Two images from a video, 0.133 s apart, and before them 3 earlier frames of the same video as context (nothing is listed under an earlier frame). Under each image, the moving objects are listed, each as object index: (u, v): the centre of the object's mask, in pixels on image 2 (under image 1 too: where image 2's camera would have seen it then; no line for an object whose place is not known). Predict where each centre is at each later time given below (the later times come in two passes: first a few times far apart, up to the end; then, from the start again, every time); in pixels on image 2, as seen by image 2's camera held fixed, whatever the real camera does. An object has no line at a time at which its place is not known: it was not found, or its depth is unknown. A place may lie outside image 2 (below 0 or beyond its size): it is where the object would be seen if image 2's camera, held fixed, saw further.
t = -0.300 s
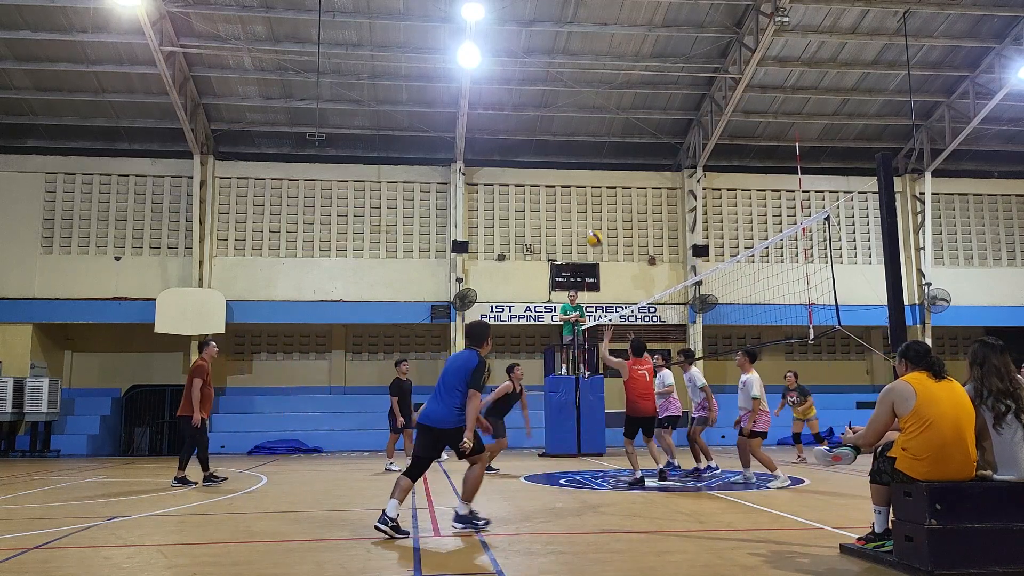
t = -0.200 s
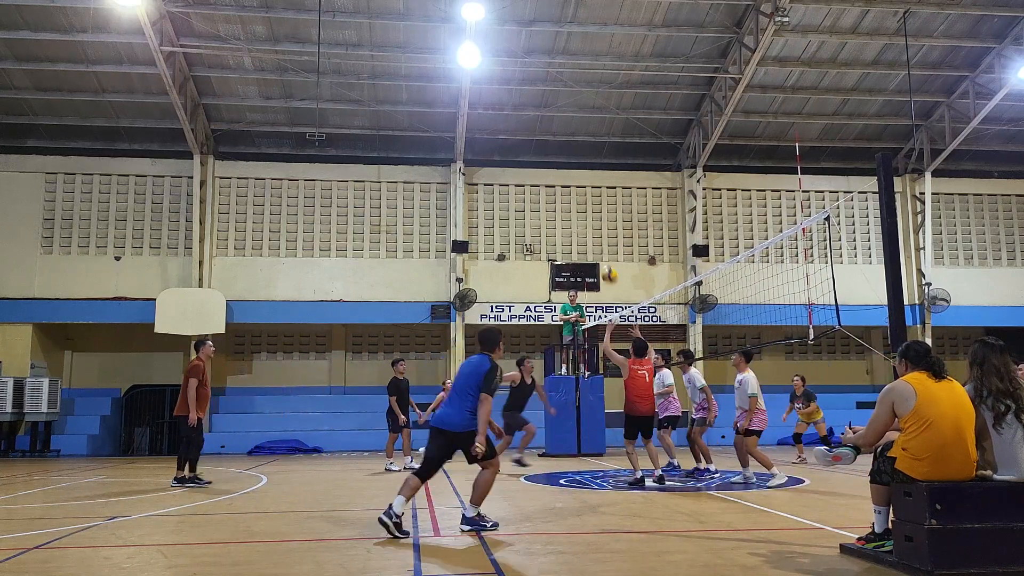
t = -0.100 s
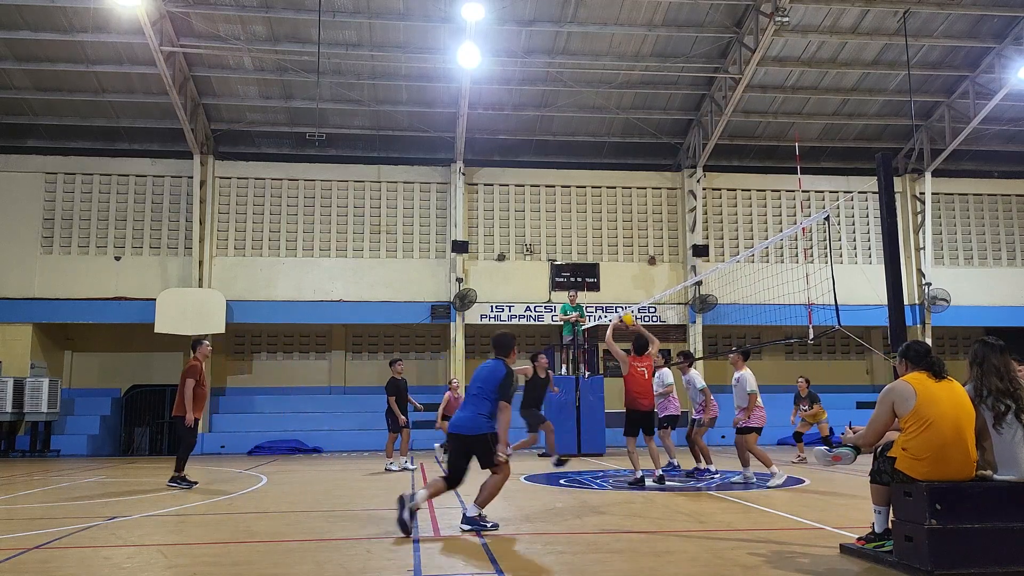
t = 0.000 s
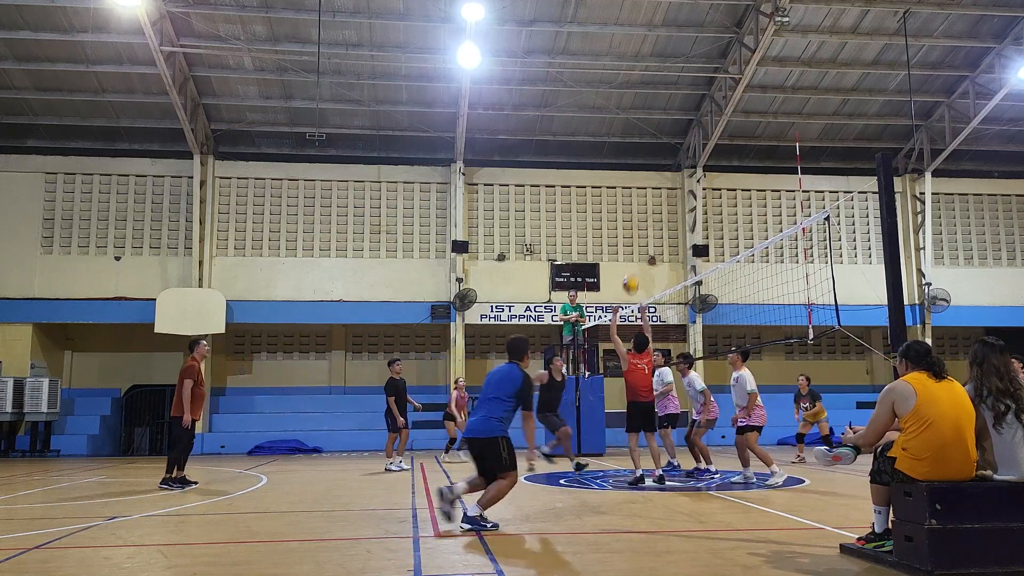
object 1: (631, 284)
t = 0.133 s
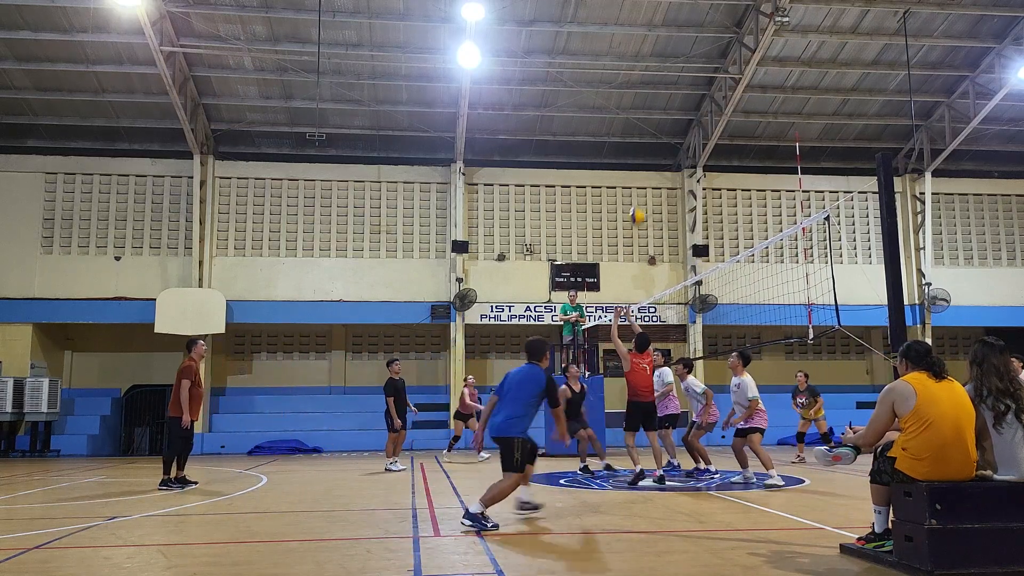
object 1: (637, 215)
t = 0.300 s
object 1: (647, 149)
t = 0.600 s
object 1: (670, 84)
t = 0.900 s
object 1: (695, 88)
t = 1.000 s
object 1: (705, 106)
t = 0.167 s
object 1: (639, 201)
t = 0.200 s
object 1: (641, 187)
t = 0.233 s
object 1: (643, 173)
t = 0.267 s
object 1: (645, 161)
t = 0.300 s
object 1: (647, 149)
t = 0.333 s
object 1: (649, 140)
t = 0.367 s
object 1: (652, 129)
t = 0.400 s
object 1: (655, 120)
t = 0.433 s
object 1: (657, 112)
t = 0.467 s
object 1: (659, 104)
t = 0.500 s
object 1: (662, 98)
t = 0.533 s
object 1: (664, 93)
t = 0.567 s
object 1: (667, 88)
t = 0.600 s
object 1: (670, 84)
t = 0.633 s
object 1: (672, 81)
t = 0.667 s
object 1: (675, 79)
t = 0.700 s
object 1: (678, 77)
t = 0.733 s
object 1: (681, 77)
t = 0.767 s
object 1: (684, 77)
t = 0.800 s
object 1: (686, 78)
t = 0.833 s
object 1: (689, 81)
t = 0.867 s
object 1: (693, 84)
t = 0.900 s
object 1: (695, 88)
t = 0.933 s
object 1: (698, 93)
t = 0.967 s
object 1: (702, 100)
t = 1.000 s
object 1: (705, 106)
